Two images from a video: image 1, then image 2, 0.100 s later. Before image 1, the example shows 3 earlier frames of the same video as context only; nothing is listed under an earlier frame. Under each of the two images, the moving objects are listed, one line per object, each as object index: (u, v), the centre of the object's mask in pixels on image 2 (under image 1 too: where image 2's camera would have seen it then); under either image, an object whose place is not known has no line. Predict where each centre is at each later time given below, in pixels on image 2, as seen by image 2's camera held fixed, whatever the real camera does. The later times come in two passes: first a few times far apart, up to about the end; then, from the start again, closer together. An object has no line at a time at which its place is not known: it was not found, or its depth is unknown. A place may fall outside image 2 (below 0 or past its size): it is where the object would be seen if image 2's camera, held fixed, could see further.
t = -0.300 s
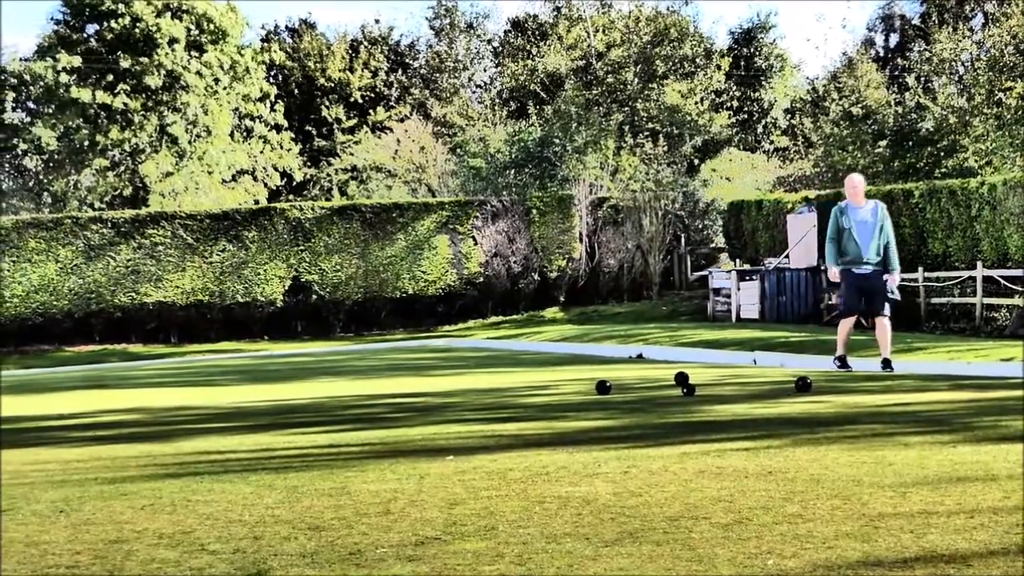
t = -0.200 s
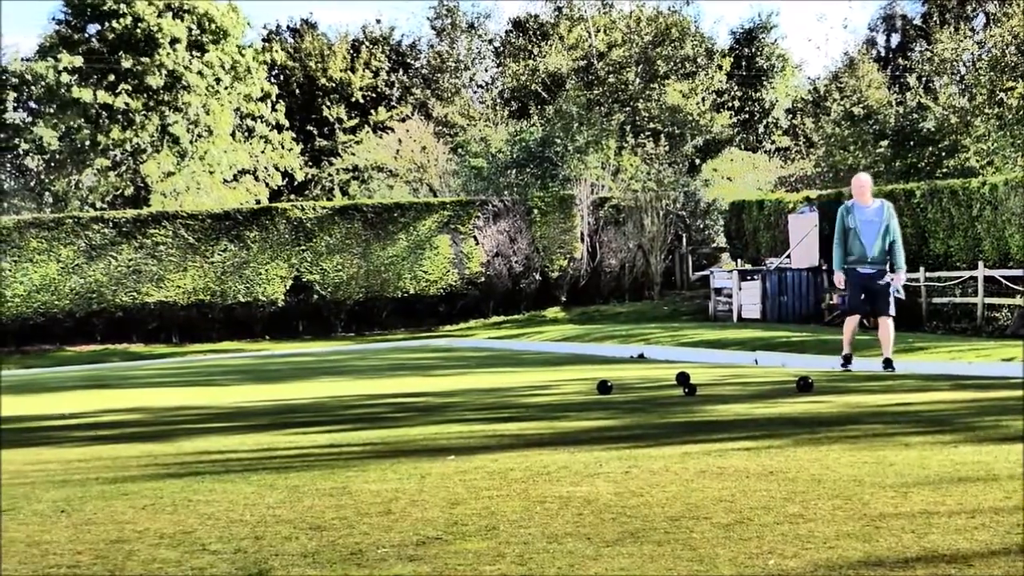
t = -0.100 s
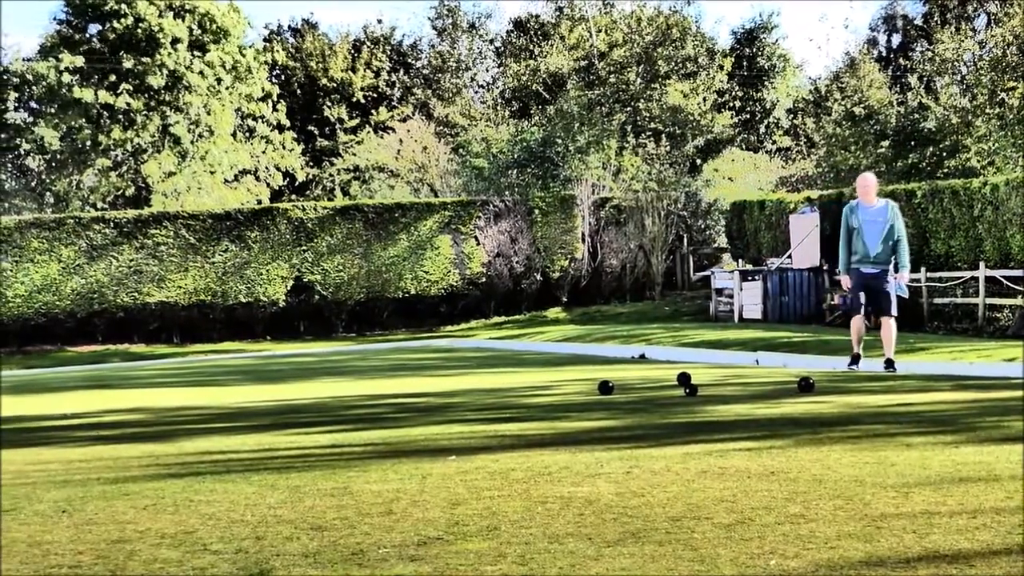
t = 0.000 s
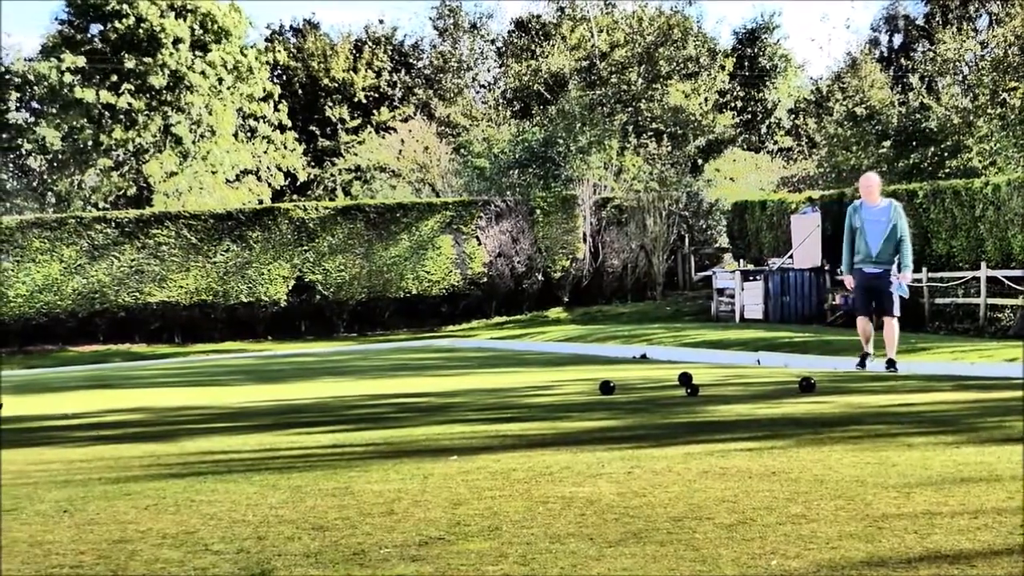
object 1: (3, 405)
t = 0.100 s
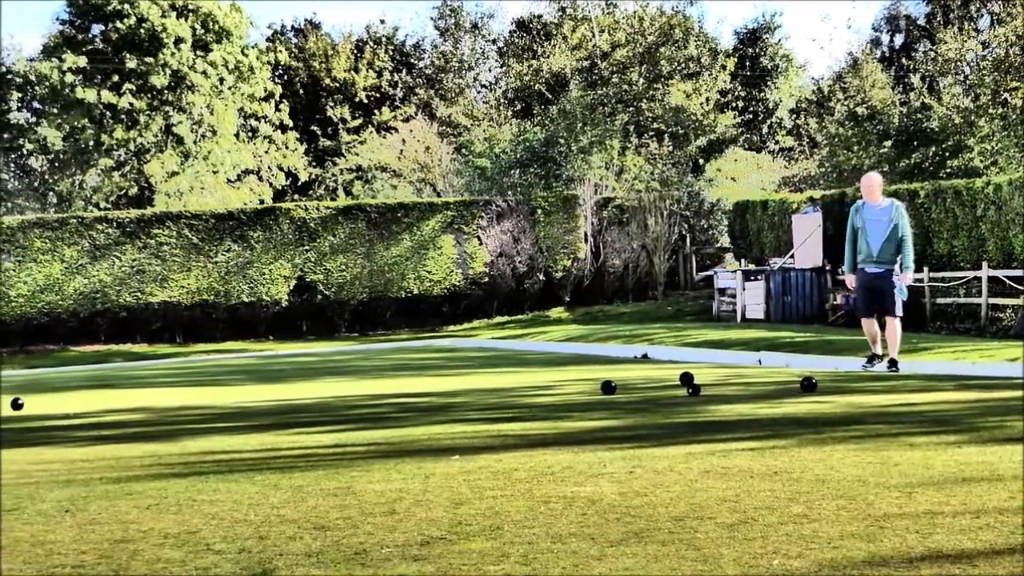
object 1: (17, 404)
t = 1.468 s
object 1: (256, 399)
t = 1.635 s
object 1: (281, 398)
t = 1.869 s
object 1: (317, 398)
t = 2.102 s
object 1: (352, 397)
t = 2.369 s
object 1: (387, 396)
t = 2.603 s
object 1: (417, 396)
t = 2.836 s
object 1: (443, 395)
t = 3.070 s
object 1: (469, 395)
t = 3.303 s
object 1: (495, 394)
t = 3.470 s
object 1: (509, 394)
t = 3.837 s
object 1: (540, 393)
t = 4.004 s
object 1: (552, 393)
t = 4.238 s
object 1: (569, 392)
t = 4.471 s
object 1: (582, 392)
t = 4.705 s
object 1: (594, 393)
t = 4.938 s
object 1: (603, 393)
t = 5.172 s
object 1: (611, 393)
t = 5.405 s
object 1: (616, 393)
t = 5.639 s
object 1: (620, 393)
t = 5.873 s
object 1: (621, 393)
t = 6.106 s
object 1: (622, 393)
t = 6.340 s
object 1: (622, 393)
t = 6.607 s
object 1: (622, 393)
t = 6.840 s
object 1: (622, 393)
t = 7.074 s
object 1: (623, 393)
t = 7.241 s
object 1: (623, 393)
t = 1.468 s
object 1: (256, 399)
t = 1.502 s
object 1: (263, 398)
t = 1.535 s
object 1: (266, 398)
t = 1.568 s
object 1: (272, 398)
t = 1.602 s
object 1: (278, 398)
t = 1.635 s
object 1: (281, 398)
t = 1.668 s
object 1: (287, 398)
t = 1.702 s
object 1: (293, 398)
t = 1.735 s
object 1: (296, 398)
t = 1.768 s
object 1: (302, 398)
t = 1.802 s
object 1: (308, 398)
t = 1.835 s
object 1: (311, 398)
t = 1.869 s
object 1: (317, 398)
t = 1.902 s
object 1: (323, 398)
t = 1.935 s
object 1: (326, 398)
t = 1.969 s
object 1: (332, 398)
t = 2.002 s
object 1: (338, 397)
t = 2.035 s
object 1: (340, 397)
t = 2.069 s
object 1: (346, 397)
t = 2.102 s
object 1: (352, 397)
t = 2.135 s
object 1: (355, 397)
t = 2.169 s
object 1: (360, 397)
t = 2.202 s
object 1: (366, 397)
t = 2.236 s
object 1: (368, 397)
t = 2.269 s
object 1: (374, 397)
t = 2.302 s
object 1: (379, 396)
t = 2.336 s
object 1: (382, 396)
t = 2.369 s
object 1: (387, 396)
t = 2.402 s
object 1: (392, 396)
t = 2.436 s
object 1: (395, 396)
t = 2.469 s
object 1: (400, 396)
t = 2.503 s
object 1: (405, 396)
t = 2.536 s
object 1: (407, 396)
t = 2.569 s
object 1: (412, 396)
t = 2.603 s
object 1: (417, 396)
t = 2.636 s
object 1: (420, 396)
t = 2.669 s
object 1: (424, 395)
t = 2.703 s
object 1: (429, 395)
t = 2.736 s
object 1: (432, 395)
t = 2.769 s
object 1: (436, 395)
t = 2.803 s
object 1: (441, 395)
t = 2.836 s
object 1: (443, 395)
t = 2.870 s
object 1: (448, 395)
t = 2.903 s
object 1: (452, 395)
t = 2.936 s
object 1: (454, 395)
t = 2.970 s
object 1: (459, 395)
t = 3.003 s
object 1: (463, 395)
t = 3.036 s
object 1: (465, 395)
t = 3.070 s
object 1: (469, 395)
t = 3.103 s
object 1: (474, 395)
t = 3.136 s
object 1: (476, 394)
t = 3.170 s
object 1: (480, 394)
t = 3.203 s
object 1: (484, 394)
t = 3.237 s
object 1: (486, 394)
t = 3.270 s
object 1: (491, 394)
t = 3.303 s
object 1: (495, 394)
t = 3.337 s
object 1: (496, 394)
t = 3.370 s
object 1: (500, 394)
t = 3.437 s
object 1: (506, 394)
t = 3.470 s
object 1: (509, 394)
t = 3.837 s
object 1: (540, 393)
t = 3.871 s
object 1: (541, 393)
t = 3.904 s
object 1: (545, 393)
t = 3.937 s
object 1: (548, 393)
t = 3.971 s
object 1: (549, 393)
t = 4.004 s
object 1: (552, 393)
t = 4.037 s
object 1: (555, 393)
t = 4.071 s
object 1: (557, 393)
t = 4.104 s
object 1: (560, 393)
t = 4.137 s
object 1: (562, 392)
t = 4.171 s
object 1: (564, 392)
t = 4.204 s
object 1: (567, 393)
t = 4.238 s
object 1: (569, 392)
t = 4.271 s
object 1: (570, 392)
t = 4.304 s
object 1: (573, 392)
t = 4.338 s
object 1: (575, 392)
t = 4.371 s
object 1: (576, 392)
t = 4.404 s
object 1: (579, 393)
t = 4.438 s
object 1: (581, 393)
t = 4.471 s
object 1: (582, 392)
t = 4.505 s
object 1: (585, 392)
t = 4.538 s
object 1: (587, 392)
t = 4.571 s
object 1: (588, 392)
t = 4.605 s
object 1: (590, 392)
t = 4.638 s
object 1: (592, 393)
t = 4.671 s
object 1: (593, 393)
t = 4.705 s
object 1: (594, 393)
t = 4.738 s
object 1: (596, 393)
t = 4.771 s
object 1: (597, 393)
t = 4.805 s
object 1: (599, 393)
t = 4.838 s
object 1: (600, 393)
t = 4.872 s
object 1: (601, 393)
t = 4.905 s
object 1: (602, 393)
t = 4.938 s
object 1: (603, 393)
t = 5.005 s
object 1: (606, 393)
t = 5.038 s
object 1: (608, 392)
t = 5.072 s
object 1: (608, 392)
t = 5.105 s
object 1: (609, 393)
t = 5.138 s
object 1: (610, 393)
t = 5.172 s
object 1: (611, 393)
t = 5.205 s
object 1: (612, 393)
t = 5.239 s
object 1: (613, 393)
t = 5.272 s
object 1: (613, 393)
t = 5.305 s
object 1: (614, 393)
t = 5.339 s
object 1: (615, 394)
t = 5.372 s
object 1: (615, 394)
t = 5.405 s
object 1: (616, 393)
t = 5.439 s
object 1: (617, 393)
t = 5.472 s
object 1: (617, 393)
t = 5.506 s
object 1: (618, 393)
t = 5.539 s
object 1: (619, 394)
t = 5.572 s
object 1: (619, 393)
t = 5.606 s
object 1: (619, 393)
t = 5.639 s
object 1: (620, 393)
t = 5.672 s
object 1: (620, 393)
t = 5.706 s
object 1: (620, 393)
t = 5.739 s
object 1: (620, 393)
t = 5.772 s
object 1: (621, 393)
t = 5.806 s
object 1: (621, 393)
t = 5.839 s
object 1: (621, 393)
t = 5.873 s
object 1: (621, 393)
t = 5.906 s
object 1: (621, 393)
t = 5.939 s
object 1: (621, 393)
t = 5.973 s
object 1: (622, 393)
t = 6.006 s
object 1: (622, 393)
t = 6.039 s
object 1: (622, 393)
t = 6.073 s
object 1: (622, 393)
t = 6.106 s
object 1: (622, 393)
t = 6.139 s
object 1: (622, 393)
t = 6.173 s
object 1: (622, 393)
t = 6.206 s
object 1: (622, 394)
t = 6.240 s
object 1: (622, 393)
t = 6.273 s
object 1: (622, 393)
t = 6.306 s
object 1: (622, 393)
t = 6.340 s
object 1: (622, 393)
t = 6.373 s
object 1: (622, 393)
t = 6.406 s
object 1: (622, 393)
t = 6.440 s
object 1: (622, 393)
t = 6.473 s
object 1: (622, 393)
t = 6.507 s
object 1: (622, 393)
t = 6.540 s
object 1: (622, 393)
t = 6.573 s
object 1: (622, 393)
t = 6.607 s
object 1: (622, 393)
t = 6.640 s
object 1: (622, 393)
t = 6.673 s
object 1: (622, 393)
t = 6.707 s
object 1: (622, 393)
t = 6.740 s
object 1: (622, 393)
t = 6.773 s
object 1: (622, 393)
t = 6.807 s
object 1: (622, 393)
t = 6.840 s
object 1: (622, 393)
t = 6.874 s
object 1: (622, 393)
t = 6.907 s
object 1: (622, 393)
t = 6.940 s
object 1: (622, 393)
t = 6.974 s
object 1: (623, 393)
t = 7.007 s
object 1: (623, 393)
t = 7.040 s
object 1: (623, 393)
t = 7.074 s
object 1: (623, 393)
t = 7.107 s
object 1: (623, 393)
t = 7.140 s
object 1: (623, 394)
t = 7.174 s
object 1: (622, 393)
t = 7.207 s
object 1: (622, 393)
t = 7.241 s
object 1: (623, 393)
